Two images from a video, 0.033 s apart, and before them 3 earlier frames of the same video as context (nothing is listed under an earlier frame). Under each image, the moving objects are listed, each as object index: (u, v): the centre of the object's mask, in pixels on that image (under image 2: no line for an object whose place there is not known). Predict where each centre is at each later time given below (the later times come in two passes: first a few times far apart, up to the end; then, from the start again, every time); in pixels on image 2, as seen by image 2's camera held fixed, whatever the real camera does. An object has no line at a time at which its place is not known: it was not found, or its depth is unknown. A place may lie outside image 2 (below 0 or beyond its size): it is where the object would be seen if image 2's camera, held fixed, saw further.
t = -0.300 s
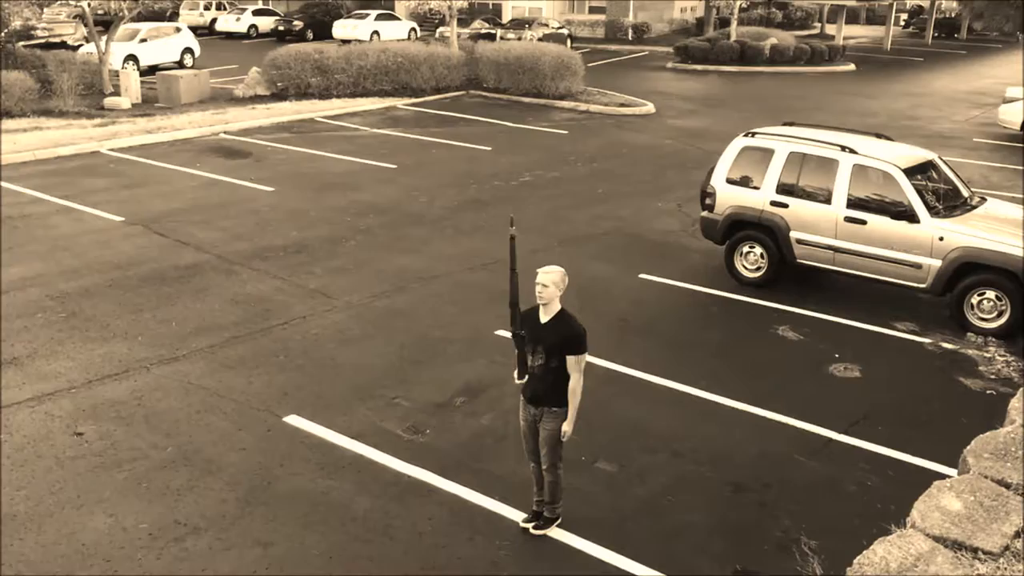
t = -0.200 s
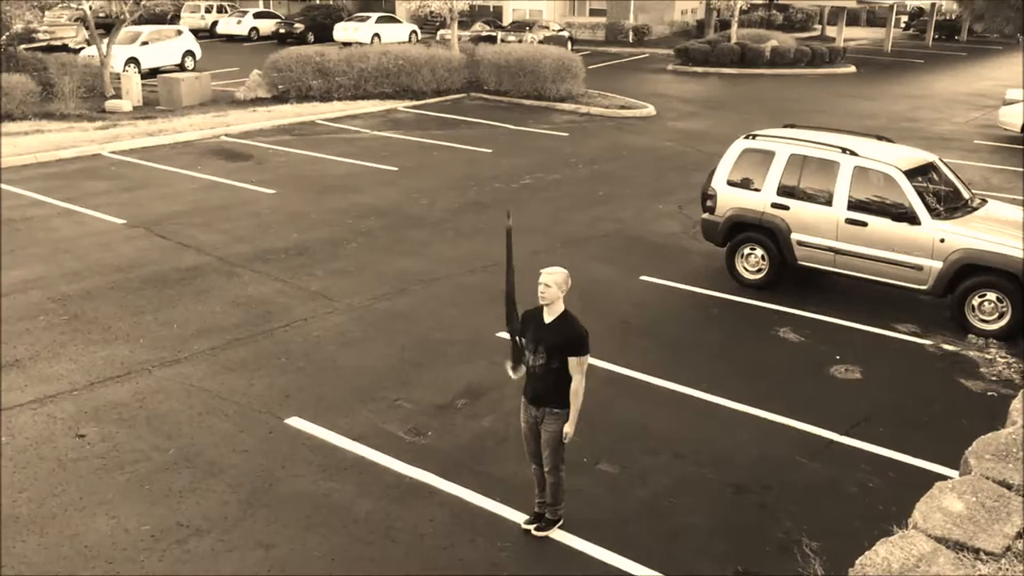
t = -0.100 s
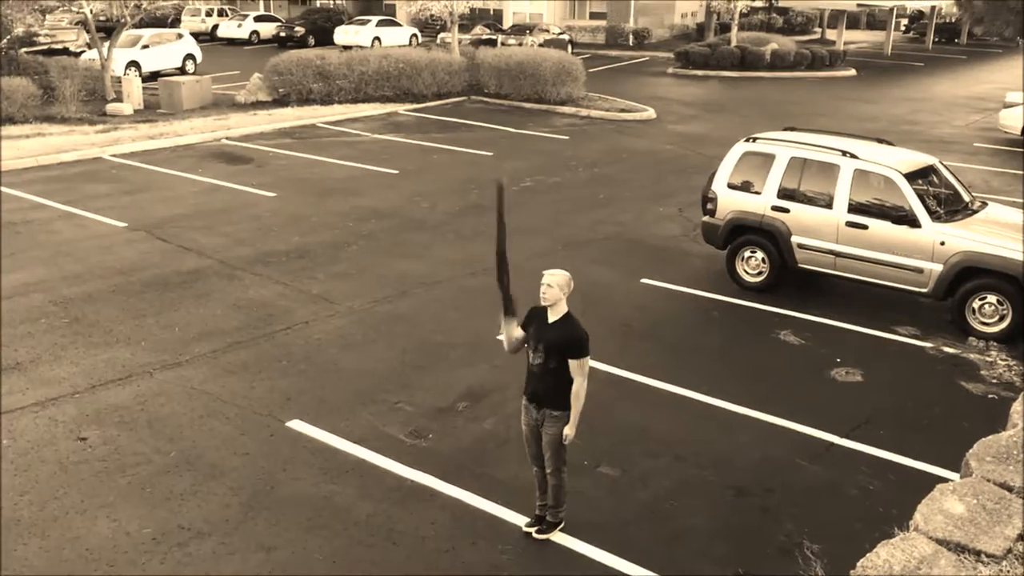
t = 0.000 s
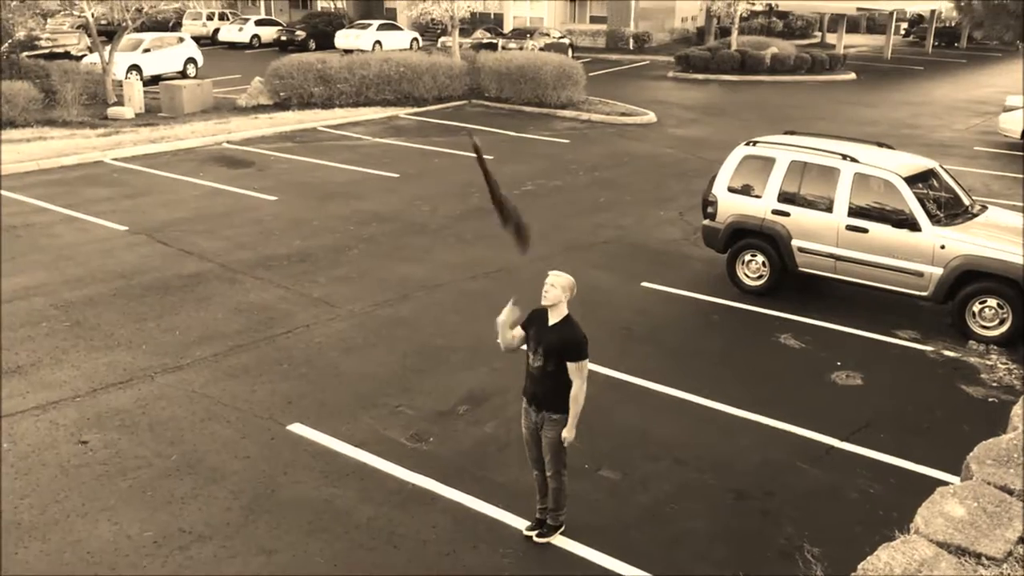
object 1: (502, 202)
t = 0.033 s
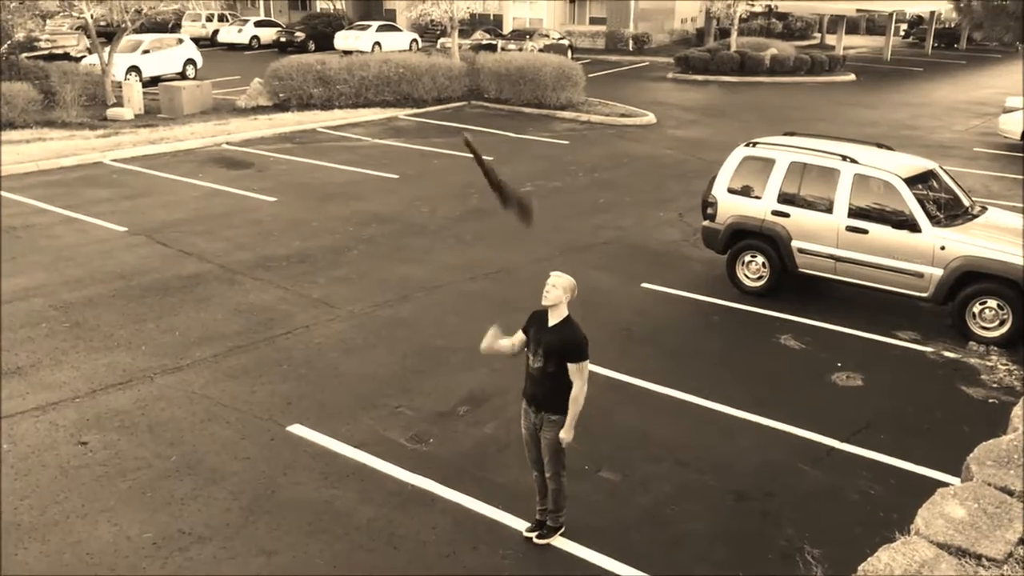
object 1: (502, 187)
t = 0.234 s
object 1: (495, 115)
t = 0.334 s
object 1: (488, 108)
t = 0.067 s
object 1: (500, 171)
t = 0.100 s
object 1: (500, 155)
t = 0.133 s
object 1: (501, 142)
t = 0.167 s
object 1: (499, 130)
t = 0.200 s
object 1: (498, 121)
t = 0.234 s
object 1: (495, 115)
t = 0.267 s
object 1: (485, 122)
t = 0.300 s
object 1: (487, 113)
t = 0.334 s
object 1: (488, 108)
